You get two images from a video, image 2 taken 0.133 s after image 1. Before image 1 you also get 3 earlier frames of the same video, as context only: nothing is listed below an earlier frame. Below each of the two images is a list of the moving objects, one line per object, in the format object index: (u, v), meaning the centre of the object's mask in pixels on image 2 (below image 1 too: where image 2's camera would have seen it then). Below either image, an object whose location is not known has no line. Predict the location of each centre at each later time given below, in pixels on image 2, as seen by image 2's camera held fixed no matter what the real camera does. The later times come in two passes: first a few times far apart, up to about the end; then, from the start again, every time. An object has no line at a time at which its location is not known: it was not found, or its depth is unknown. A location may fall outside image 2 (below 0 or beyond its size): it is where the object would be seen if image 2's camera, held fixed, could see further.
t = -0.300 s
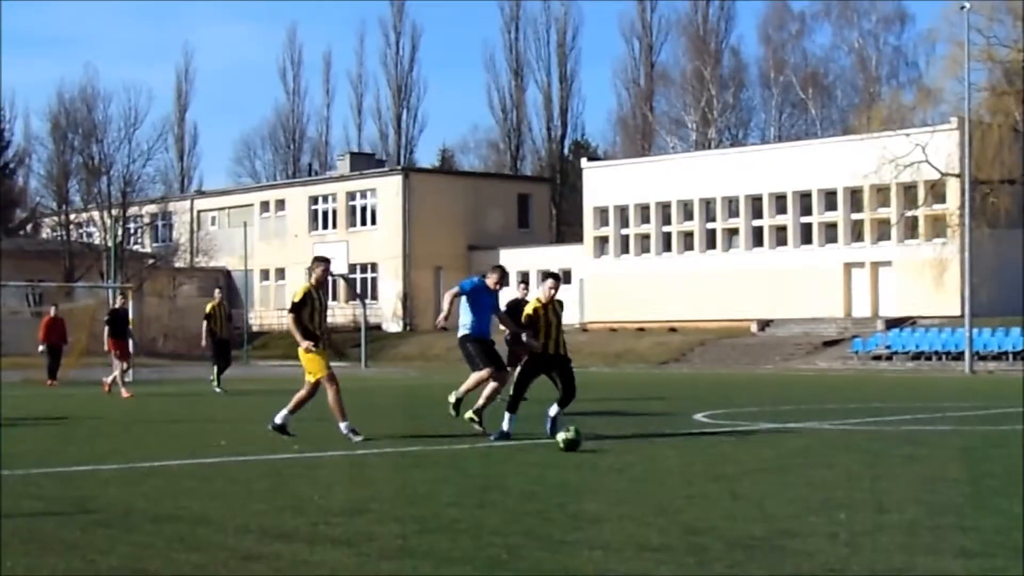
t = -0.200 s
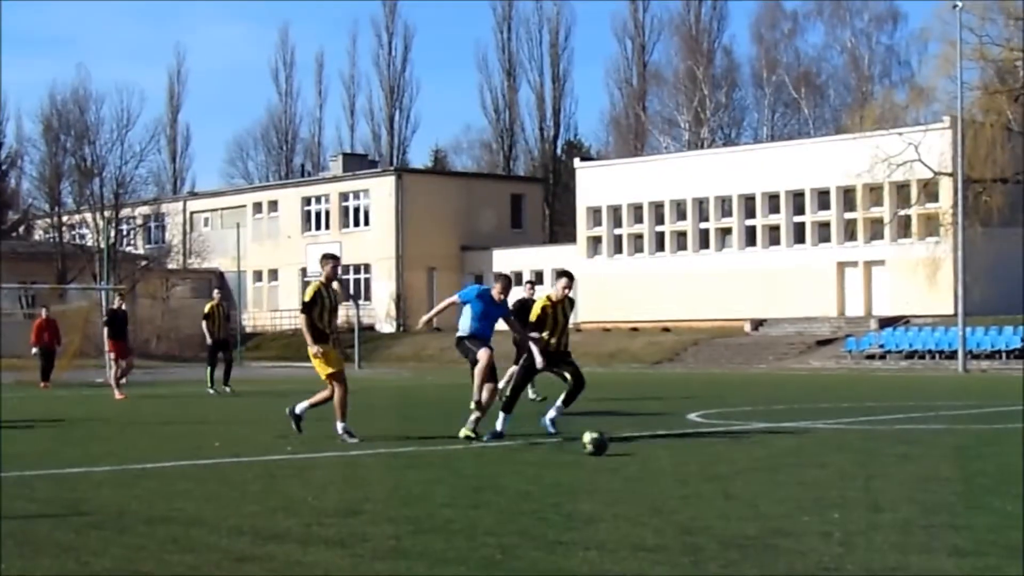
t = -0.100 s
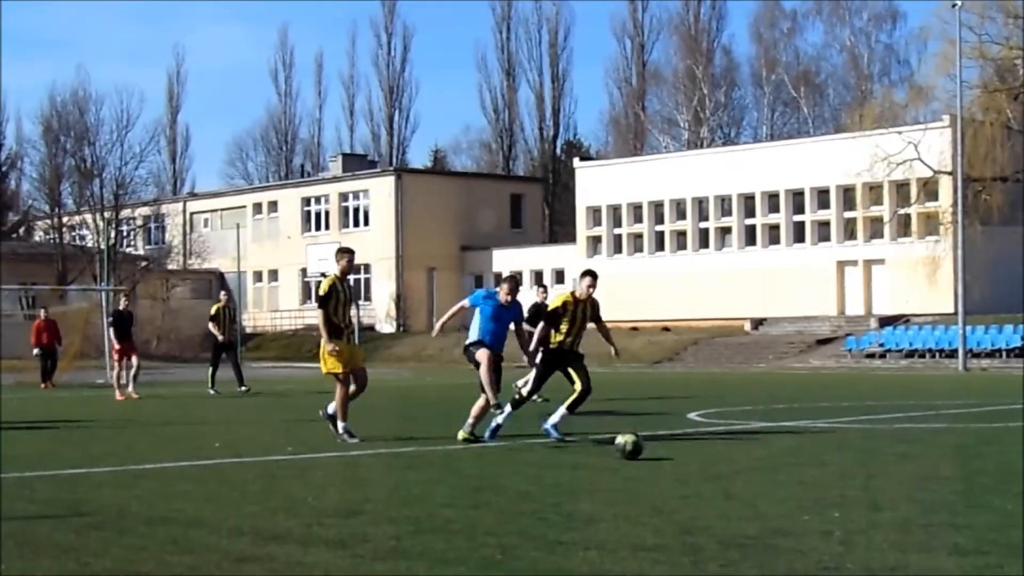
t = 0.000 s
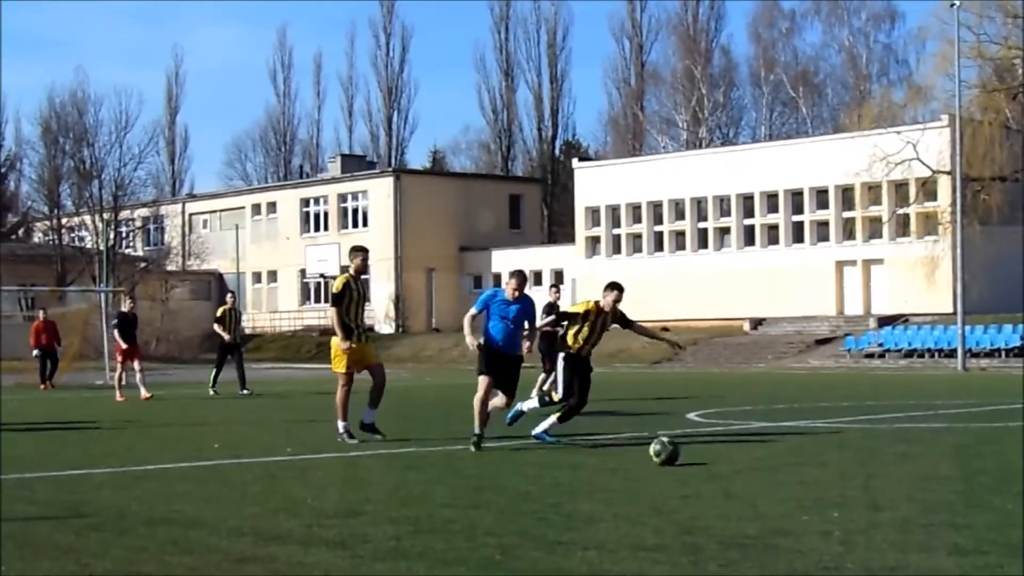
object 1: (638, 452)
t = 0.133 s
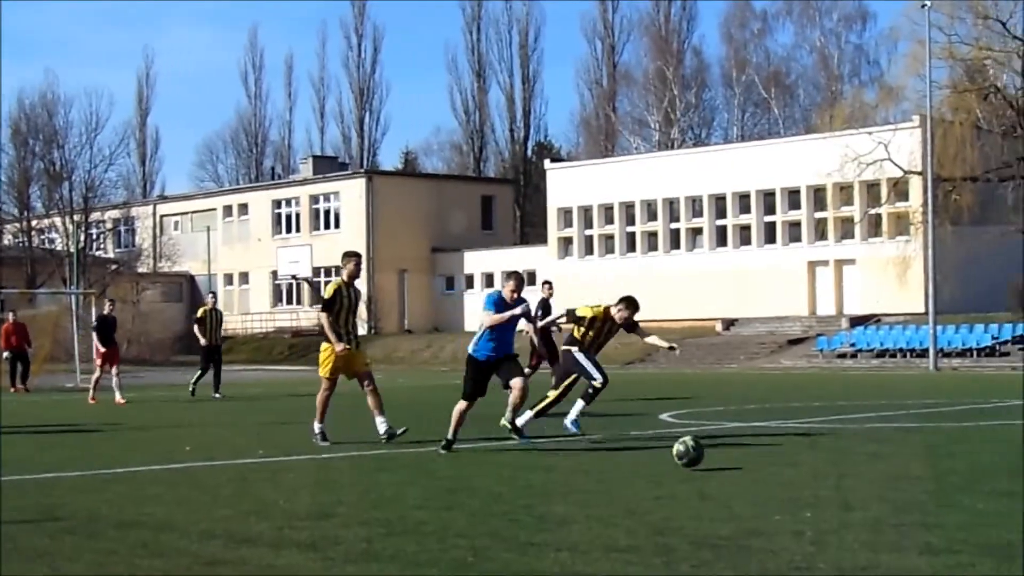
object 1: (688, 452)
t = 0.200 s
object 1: (715, 457)
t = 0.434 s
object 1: (810, 466)
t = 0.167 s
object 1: (702, 455)
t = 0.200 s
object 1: (715, 457)
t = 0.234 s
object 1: (727, 456)
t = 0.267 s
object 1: (740, 456)
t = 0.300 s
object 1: (754, 458)
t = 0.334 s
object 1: (767, 462)
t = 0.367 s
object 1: (781, 463)
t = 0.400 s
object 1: (796, 464)
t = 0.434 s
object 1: (810, 466)
